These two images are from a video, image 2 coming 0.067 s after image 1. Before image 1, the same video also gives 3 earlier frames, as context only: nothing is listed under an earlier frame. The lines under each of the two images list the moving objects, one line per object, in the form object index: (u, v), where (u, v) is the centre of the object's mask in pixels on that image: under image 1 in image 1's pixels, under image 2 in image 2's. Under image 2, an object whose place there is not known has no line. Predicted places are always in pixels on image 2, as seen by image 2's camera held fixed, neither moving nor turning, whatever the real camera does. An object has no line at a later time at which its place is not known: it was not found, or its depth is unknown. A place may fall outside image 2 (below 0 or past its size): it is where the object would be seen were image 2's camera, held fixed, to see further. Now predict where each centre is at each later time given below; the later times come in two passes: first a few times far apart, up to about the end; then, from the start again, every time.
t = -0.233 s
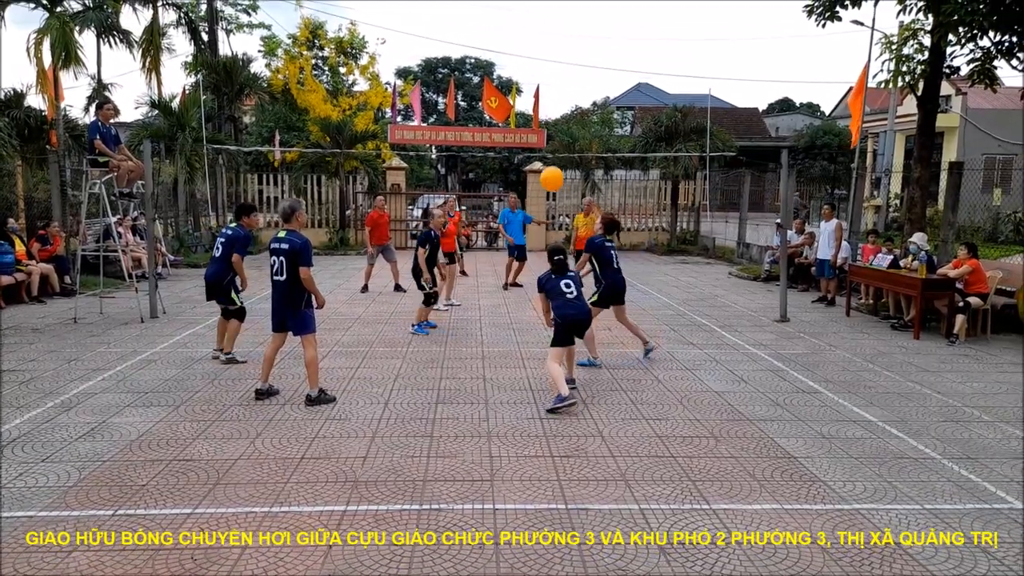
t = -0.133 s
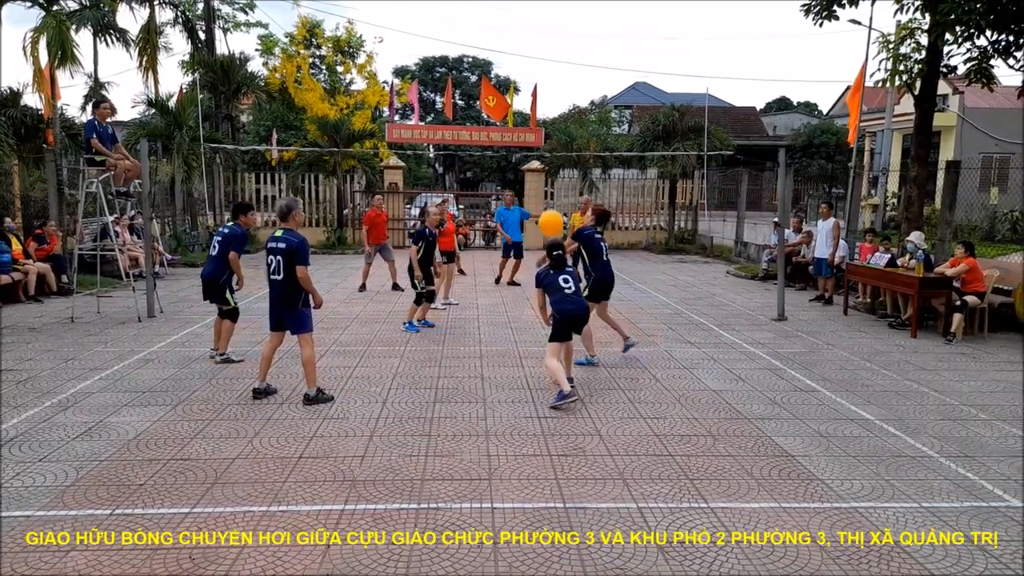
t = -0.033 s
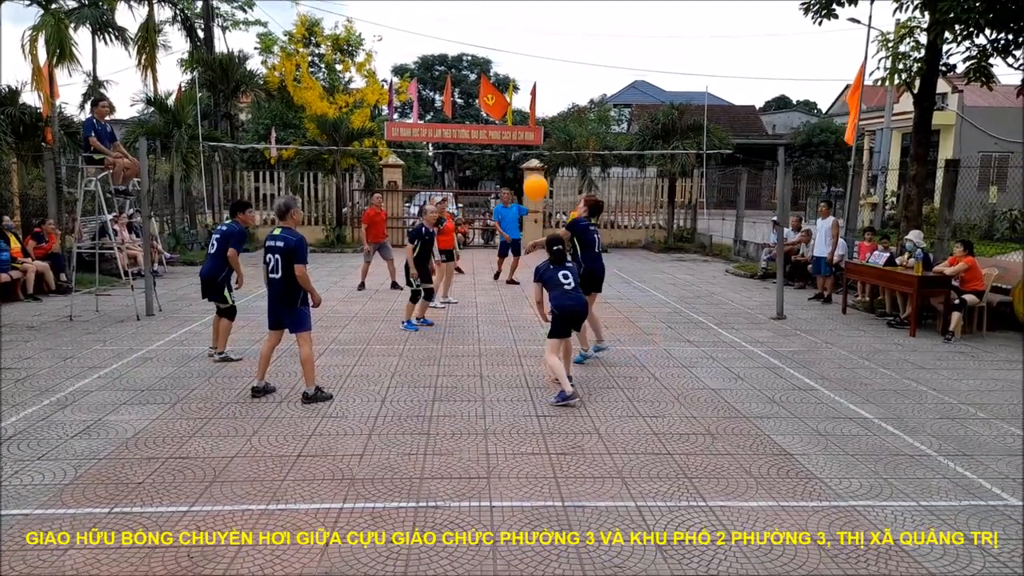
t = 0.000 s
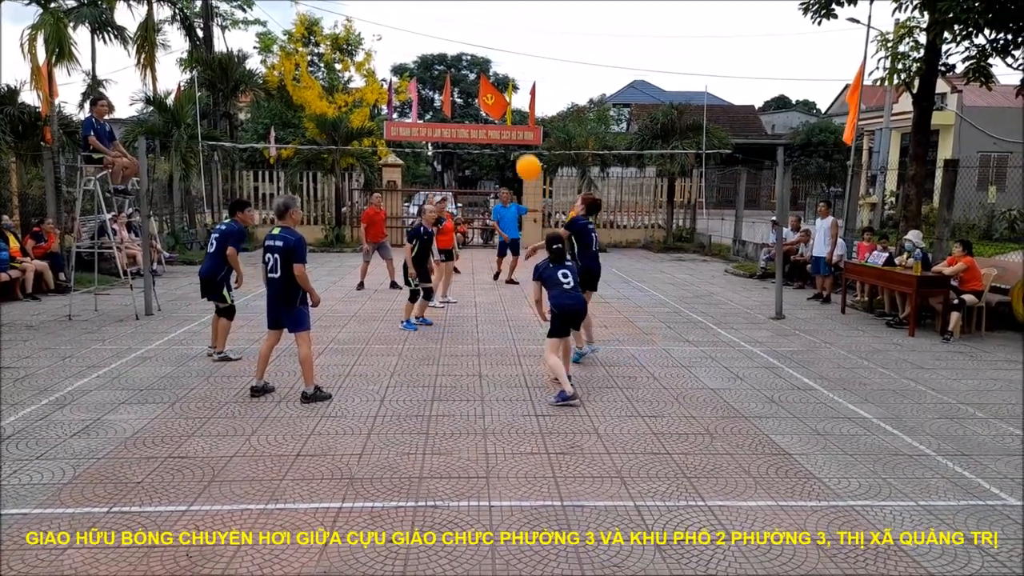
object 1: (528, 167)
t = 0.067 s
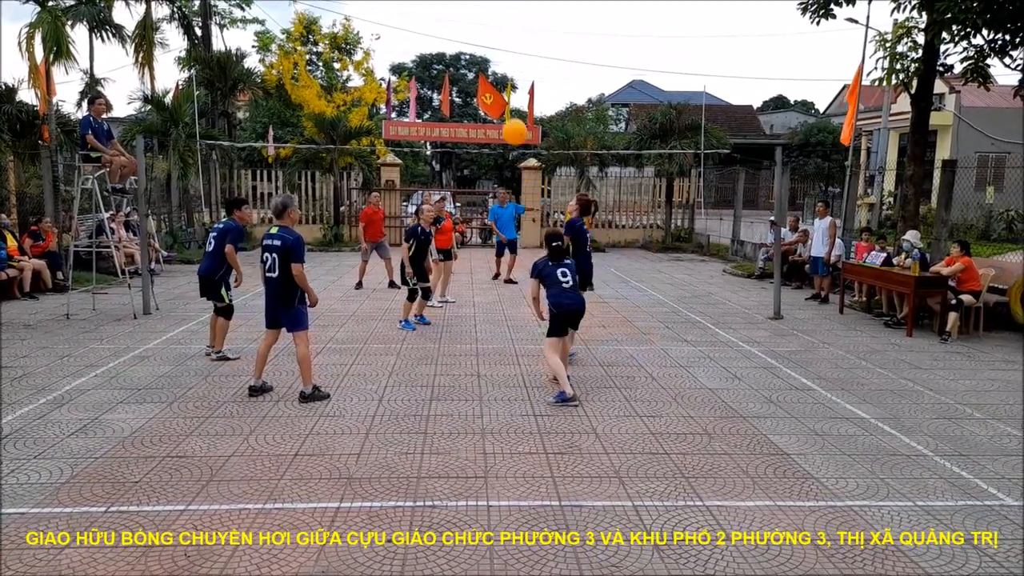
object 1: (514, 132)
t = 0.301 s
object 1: (472, 47)
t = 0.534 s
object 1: (434, 21)
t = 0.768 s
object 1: (399, 45)
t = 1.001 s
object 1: (369, 110)
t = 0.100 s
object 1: (508, 116)
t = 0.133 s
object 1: (502, 101)
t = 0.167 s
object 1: (496, 88)
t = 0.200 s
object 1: (490, 76)
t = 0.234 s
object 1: (484, 65)
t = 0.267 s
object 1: (478, 56)
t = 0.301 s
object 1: (472, 47)
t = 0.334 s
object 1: (466, 40)
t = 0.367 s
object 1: (461, 34)
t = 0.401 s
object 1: (455, 29)
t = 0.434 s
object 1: (450, 25)
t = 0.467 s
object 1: (445, 23)
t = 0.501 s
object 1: (440, 22)
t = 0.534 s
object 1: (434, 21)
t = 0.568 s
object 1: (429, 22)
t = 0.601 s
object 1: (424, 24)
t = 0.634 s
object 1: (419, 26)
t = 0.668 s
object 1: (414, 30)
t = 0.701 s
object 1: (409, 34)
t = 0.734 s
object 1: (404, 39)
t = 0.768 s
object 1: (399, 45)
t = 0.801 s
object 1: (395, 53)
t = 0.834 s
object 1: (390, 60)
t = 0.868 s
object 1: (386, 69)
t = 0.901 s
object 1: (381, 78)
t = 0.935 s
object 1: (376, 89)
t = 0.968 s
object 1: (373, 99)
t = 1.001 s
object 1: (369, 110)
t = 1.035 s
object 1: (365, 122)
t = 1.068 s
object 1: (362, 135)
